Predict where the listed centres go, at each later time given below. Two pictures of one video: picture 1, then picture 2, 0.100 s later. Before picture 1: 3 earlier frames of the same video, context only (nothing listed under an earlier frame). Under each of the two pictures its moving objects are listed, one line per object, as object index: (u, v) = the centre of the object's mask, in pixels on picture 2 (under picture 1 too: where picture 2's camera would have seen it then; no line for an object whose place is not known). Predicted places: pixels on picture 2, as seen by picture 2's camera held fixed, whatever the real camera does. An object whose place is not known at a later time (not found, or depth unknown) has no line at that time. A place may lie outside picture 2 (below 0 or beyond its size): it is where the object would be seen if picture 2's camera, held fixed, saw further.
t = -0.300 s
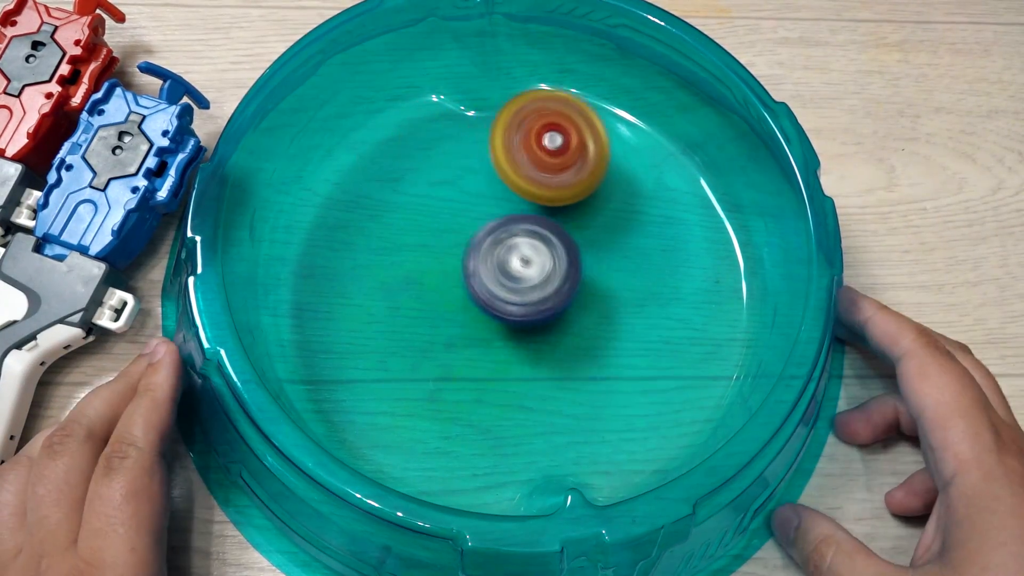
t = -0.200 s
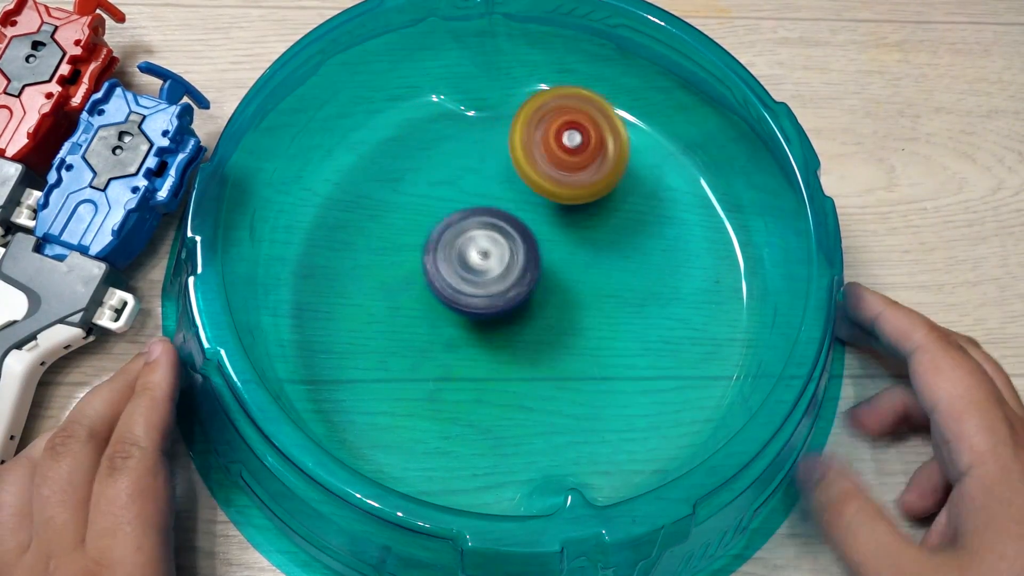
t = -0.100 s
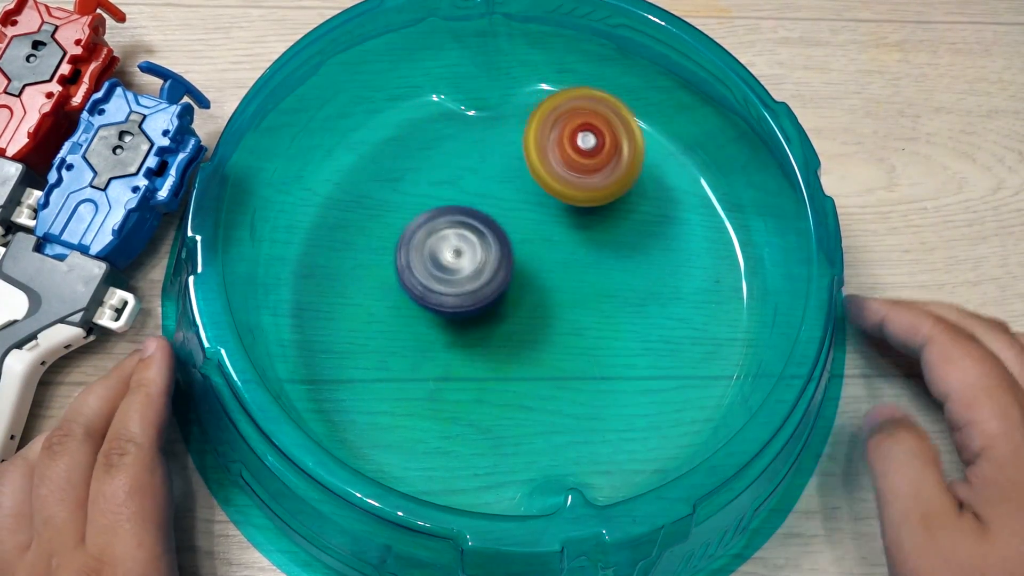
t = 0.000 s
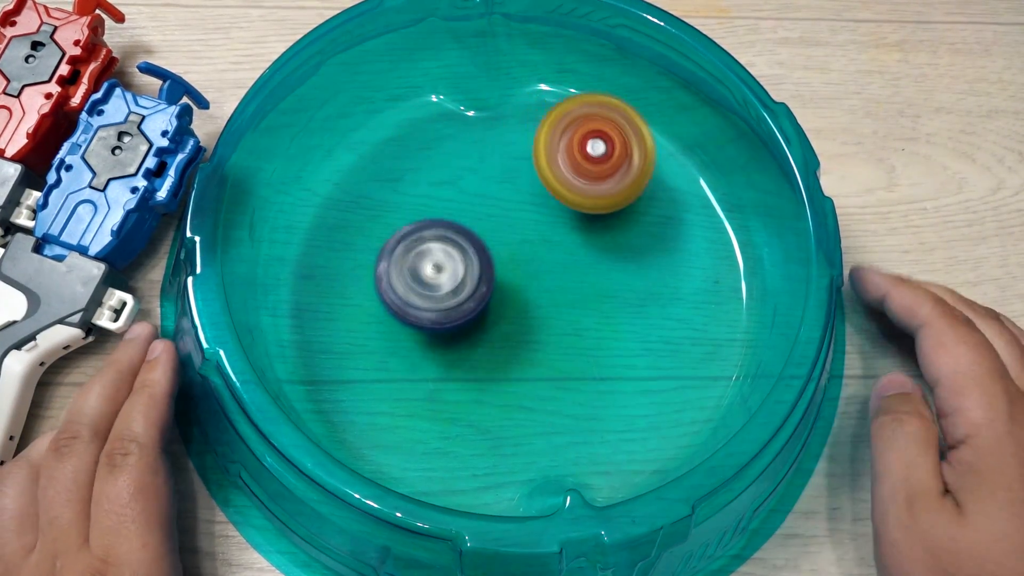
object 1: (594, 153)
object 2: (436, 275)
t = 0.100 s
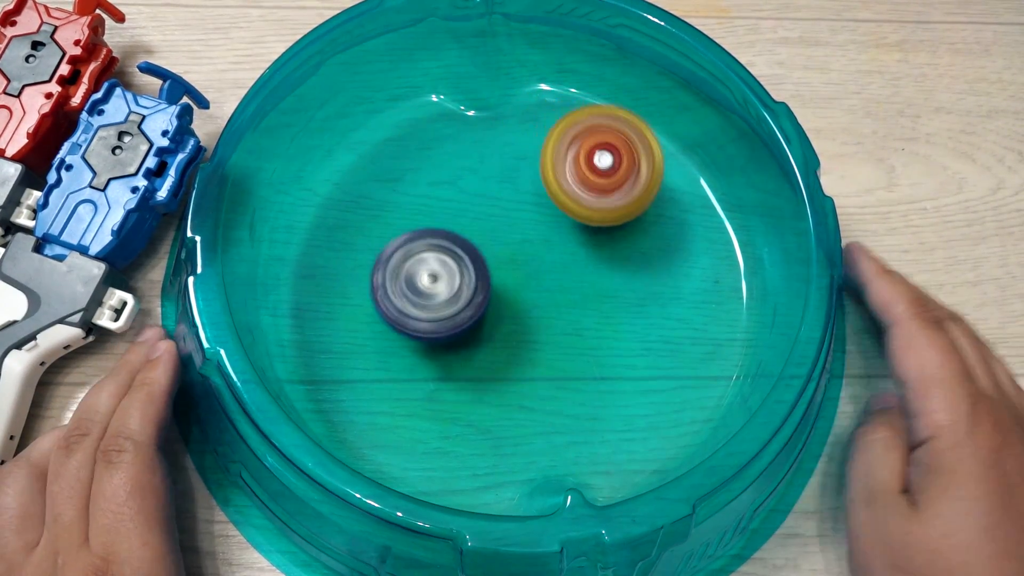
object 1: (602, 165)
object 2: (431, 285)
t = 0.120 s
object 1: (603, 168)
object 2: (432, 286)
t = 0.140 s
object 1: (604, 172)
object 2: (434, 287)
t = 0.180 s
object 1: (606, 178)
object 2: (437, 287)
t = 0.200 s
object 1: (607, 181)
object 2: (439, 286)
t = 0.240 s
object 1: (608, 187)
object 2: (444, 285)
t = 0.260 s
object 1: (609, 191)
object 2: (448, 283)
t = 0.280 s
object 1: (609, 195)
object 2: (451, 281)
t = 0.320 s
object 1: (610, 203)
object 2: (458, 276)
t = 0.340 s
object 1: (611, 207)
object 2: (462, 271)
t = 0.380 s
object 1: (612, 216)
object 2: (471, 260)
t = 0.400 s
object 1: (612, 221)
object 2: (474, 253)
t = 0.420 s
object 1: (613, 225)
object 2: (476, 245)
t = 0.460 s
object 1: (613, 235)
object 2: (477, 232)
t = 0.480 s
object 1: (614, 240)
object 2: (475, 226)
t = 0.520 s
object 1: (614, 251)
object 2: (471, 216)
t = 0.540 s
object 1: (614, 255)
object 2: (467, 211)
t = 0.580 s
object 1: (614, 266)
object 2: (461, 202)
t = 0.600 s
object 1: (614, 271)
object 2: (458, 199)
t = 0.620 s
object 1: (613, 276)
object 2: (455, 197)
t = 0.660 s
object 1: (612, 287)
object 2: (449, 194)
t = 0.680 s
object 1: (611, 292)
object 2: (446, 193)
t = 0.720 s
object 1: (608, 302)
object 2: (441, 194)
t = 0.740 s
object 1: (606, 307)
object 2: (439, 194)
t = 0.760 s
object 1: (605, 311)
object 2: (438, 195)
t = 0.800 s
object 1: (600, 320)
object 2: (437, 199)
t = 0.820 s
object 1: (597, 324)
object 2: (437, 201)
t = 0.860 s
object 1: (591, 332)
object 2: (439, 206)
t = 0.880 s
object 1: (588, 335)
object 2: (440, 209)
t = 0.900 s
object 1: (585, 339)
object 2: (443, 211)
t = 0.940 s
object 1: (577, 345)
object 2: (450, 217)
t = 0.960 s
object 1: (573, 348)
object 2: (454, 219)
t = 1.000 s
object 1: (564, 354)
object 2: (463, 223)
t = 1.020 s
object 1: (559, 357)
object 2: (468, 225)
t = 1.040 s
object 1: (555, 360)
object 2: (474, 226)
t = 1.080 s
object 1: (544, 365)
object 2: (486, 229)
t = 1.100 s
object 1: (539, 367)
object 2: (491, 229)
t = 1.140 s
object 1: (528, 372)
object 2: (503, 229)
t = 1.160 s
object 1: (522, 374)
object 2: (509, 227)
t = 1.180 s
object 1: (517, 376)
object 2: (516, 223)
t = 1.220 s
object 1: (506, 379)
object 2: (526, 213)
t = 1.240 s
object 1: (502, 381)
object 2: (531, 208)
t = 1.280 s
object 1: (492, 383)
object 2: (540, 197)
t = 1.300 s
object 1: (488, 384)
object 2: (544, 192)
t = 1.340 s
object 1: (479, 385)
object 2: (550, 181)
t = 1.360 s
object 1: (475, 385)
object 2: (552, 176)
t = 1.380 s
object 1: (471, 385)
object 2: (551, 172)
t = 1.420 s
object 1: (464, 384)
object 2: (549, 164)
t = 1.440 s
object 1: (461, 383)
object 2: (548, 161)
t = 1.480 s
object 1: (455, 381)
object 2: (542, 155)
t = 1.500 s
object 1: (453, 379)
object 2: (539, 153)
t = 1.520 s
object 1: (450, 377)
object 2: (535, 151)
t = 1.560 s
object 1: (446, 373)
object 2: (526, 149)
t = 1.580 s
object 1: (443, 370)
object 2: (521, 149)
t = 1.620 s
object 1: (439, 364)
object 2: (511, 151)
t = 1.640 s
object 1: (437, 361)
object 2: (507, 153)
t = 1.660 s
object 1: (436, 358)
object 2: (502, 155)
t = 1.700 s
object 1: (432, 350)
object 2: (494, 163)
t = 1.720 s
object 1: (430, 346)
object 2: (490, 169)
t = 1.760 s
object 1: (426, 338)
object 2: (483, 181)
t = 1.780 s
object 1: (423, 333)
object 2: (481, 188)
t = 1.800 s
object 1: (421, 329)
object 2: (479, 195)
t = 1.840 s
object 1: (417, 319)
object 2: (477, 212)
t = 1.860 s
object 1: (412, 316)
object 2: (479, 218)
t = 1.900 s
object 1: (397, 317)
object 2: (489, 222)
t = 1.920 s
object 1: (391, 317)
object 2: (494, 225)
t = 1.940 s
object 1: (385, 316)
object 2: (499, 226)
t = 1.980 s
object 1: (374, 311)
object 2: (508, 227)
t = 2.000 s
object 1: (370, 309)
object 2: (513, 226)
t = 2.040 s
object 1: (363, 302)
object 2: (524, 221)
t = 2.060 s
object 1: (361, 298)
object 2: (529, 218)
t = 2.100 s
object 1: (358, 289)
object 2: (540, 212)
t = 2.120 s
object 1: (358, 284)
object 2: (545, 209)
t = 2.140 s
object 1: (357, 279)
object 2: (549, 207)
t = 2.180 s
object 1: (359, 269)
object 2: (558, 201)
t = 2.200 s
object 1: (360, 264)
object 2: (561, 198)
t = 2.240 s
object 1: (364, 253)
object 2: (566, 193)
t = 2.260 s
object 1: (366, 248)
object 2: (567, 190)
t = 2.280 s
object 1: (369, 243)
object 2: (568, 187)
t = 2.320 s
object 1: (375, 233)
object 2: (569, 181)
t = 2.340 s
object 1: (379, 228)
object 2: (568, 178)
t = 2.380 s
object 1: (387, 219)
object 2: (565, 172)
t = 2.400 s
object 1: (391, 215)
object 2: (562, 170)
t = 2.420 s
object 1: (396, 211)
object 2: (558, 168)
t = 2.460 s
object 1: (406, 202)
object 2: (551, 165)
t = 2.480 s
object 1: (411, 199)
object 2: (546, 165)
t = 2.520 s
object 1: (419, 191)
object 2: (539, 166)
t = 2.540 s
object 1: (413, 189)
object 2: (545, 164)
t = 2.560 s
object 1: (406, 187)
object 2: (553, 164)
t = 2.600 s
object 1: (396, 183)
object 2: (567, 162)
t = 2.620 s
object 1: (393, 180)
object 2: (572, 160)
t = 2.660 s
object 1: (391, 176)
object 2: (582, 157)
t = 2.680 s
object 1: (392, 174)
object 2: (586, 156)
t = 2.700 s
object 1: (393, 172)
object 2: (589, 155)
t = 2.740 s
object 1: (398, 169)
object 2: (593, 153)
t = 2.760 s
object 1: (401, 167)
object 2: (594, 152)
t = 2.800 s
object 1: (410, 165)
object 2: (594, 153)
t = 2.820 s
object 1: (416, 164)
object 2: (593, 153)
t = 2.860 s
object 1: (427, 162)
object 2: (589, 157)
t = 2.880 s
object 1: (434, 161)
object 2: (587, 158)
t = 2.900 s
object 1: (441, 161)
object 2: (585, 161)
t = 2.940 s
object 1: (454, 159)
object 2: (581, 169)
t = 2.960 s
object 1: (452, 157)
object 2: (588, 174)
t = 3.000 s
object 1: (442, 152)
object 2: (611, 188)
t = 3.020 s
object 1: (439, 150)
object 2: (622, 193)
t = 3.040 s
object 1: (437, 148)
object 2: (632, 199)
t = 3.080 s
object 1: (438, 147)
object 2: (653, 209)
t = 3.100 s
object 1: (439, 147)
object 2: (663, 214)
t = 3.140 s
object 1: (445, 148)
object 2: (682, 221)
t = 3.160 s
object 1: (449, 149)
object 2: (692, 225)
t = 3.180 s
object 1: (454, 151)
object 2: (701, 227)
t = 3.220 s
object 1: (464, 155)
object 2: (710, 233)
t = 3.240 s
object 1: (470, 157)
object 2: (704, 237)
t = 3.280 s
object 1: (483, 162)
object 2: (691, 245)
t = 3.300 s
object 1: (489, 165)
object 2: (684, 249)
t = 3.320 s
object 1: (496, 167)
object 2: (676, 253)
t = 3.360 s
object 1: (508, 172)
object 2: (662, 262)
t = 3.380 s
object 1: (514, 174)
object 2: (653, 266)
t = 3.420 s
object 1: (527, 179)
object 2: (635, 276)
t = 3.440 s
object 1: (532, 181)
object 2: (626, 282)
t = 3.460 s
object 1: (538, 183)
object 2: (616, 288)
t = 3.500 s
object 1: (549, 188)
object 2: (596, 302)
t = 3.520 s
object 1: (554, 191)
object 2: (588, 309)
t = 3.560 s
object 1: (564, 196)
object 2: (568, 325)
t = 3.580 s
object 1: (568, 198)
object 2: (558, 333)
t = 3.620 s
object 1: (577, 203)
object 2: (541, 350)
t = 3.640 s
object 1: (581, 206)
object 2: (531, 358)
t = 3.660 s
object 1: (585, 209)
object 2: (522, 367)
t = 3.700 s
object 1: (593, 215)
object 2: (507, 385)
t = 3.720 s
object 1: (596, 218)
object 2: (499, 394)
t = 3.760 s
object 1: (603, 225)
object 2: (488, 414)
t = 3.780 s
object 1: (606, 229)
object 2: (484, 423)
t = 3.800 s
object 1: (608, 233)
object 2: (480, 433)
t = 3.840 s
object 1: (612, 241)
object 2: (479, 447)
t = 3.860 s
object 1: (614, 245)
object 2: (482, 438)
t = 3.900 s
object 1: (616, 254)
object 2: (490, 420)
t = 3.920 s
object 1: (617, 258)
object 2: (494, 410)
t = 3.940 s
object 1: (617, 262)
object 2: (495, 398)
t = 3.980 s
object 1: (617, 271)
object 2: (498, 376)
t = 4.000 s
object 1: (617, 275)
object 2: (497, 362)
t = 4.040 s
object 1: (614, 283)
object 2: (494, 338)
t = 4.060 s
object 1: (625, 284)
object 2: (479, 328)
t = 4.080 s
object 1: (650, 282)
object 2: (453, 319)
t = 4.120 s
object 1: (695, 276)
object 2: (408, 304)
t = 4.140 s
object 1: (714, 273)
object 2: (388, 296)
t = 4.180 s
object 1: (703, 258)
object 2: (353, 281)
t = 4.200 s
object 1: (692, 249)
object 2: (337, 275)
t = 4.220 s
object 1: (681, 242)
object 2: (323, 269)
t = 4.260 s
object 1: (658, 229)
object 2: (315, 259)
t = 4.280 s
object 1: (647, 224)
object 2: (326, 256)
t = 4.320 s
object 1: (625, 216)
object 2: (346, 248)
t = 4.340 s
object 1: (614, 213)
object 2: (357, 242)
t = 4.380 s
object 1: (594, 208)
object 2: (375, 231)
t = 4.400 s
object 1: (584, 207)
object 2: (384, 224)
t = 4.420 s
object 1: (575, 206)
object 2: (393, 217)
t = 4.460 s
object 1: (557, 206)
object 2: (410, 202)
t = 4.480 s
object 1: (549, 206)
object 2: (418, 194)
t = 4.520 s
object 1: (556, 217)
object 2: (415, 171)
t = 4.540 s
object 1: (565, 223)
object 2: (410, 159)
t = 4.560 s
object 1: (573, 230)
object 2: (405, 147)
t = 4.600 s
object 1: (584, 243)
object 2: (397, 126)
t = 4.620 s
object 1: (587, 249)
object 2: (394, 117)
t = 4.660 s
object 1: (590, 259)
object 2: (409, 129)
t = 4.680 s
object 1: (590, 263)
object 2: (419, 138)
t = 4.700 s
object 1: (589, 267)
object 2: (431, 147)
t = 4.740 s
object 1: (584, 273)
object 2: (453, 164)
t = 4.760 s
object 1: (581, 276)
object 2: (466, 173)
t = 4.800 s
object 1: (573, 280)
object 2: (491, 186)
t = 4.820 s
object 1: (572, 286)
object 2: (502, 188)
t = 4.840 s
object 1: (574, 296)
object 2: (510, 187)
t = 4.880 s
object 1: (576, 314)
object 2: (527, 182)
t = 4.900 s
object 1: (576, 322)
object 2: (537, 179)
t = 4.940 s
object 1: (574, 333)
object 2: (555, 173)
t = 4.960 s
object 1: (573, 337)
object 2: (565, 170)
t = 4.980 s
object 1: (571, 341)
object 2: (573, 166)
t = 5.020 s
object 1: (567, 346)
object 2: (588, 157)
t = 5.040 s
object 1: (564, 347)
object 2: (593, 154)
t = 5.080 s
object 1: (559, 350)
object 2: (604, 145)
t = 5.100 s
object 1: (557, 351)
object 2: (607, 142)
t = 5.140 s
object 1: (551, 352)
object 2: (612, 135)
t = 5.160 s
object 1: (547, 353)
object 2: (614, 132)
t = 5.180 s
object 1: (544, 353)
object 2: (614, 130)
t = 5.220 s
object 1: (537, 354)
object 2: (612, 128)
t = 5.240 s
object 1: (533, 354)
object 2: (610, 127)
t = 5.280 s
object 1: (526, 354)
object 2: (604, 129)
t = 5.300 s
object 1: (522, 354)
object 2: (600, 131)
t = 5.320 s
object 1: (519, 353)
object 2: (596, 133)
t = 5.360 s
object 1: (512, 353)
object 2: (587, 143)
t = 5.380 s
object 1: (508, 352)
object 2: (583, 146)
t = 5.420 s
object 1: (501, 351)
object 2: (575, 157)
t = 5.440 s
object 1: (498, 351)
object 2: (570, 163)
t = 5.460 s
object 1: (495, 350)
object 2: (567, 169)
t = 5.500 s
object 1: (489, 347)
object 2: (560, 185)
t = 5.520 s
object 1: (487, 346)
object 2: (558, 193)
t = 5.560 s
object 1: (481, 343)
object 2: (554, 210)
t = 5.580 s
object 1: (479, 341)
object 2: (553, 218)
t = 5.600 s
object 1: (477, 339)
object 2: (552, 228)
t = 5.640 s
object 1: (471, 335)
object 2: (551, 244)
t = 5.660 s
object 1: (465, 337)
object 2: (554, 249)
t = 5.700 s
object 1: (446, 345)
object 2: (567, 254)
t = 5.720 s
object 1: (438, 348)
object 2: (573, 256)
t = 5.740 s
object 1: (432, 350)
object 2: (579, 259)
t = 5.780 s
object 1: (422, 351)
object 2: (591, 262)
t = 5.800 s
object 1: (418, 351)
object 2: (597, 264)
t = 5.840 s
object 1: (412, 350)
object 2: (607, 265)
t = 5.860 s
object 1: (409, 349)
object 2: (612, 264)
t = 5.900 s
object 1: (404, 345)
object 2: (618, 263)
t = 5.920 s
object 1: (403, 342)
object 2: (621, 261)
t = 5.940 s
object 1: (401, 340)
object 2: (624, 259)
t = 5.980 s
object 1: (399, 333)
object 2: (627, 255)
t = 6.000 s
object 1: (399, 330)
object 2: (627, 252)
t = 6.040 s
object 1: (398, 323)
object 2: (626, 247)
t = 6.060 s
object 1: (398, 319)
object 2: (623, 246)
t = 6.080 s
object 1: (398, 315)
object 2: (621, 244)
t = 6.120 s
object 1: (398, 307)
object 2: (614, 241)
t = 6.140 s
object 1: (399, 303)
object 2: (610, 239)
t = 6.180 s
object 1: (401, 294)
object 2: (601, 237)
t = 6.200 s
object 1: (402, 289)
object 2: (595, 236)
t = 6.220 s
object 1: (404, 285)
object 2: (591, 235)
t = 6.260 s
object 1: (407, 276)
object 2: (578, 236)
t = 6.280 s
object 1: (409, 272)
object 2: (573, 237)
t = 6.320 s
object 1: (415, 263)
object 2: (561, 240)
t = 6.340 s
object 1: (417, 259)
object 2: (554, 242)
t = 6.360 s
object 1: (419, 255)
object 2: (550, 244)
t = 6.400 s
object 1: (350, 238)
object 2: (610, 253)
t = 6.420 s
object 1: (316, 229)
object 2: (636, 256)
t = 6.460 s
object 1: (338, 233)
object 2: (691, 262)
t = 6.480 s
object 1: (356, 238)
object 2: (714, 263)
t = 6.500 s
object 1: (374, 240)
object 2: (709, 260)
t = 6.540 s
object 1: (413, 247)
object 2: (686, 259)
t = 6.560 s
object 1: (432, 250)
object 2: (673, 257)
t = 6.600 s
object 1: (469, 254)
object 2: (648, 256)
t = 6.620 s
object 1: (485, 255)
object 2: (636, 253)
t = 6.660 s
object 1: (481, 253)
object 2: (642, 256)
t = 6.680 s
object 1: (459, 247)
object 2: (663, 259)
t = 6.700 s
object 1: (435, 242)
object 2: (685, 265)
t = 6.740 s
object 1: (395, 233)
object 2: (716, 273)
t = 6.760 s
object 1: (377, 227)
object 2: (709, 273)
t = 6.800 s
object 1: (348, 218)
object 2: (680, 274)
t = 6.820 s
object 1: (335, 215)
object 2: (663, 273)
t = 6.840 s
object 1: (325, 212)
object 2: (650, 271)
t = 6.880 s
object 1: (328, 215)
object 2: (623, 270)
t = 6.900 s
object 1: (333, 217)
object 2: (609, 269)
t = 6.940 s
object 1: (343, 223)
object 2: (582, 268)
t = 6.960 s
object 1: (349, 227)
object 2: (571, 268)
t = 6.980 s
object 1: (354, 230)
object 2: (559, 268)
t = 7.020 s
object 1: (364, 238)
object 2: (537, 268)
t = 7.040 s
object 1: (370, 242)
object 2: (526, 266)
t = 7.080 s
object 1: (379, 249)
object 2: (506, 264)
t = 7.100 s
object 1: (375, 251)
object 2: (505, 265)
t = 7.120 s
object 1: (369, 252)
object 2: (505, 264)
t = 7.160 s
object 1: (362, 254)
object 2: (505, 265)
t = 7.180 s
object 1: (361, 256)
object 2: (503, 263)
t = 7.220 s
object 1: (361, 261)
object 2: (500, 258)
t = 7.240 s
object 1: (361, 263)
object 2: (499, 253)
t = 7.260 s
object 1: (362, 265)
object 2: (499, 249)
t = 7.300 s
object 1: (367, 270)
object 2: (498, 237)
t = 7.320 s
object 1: (370, 273)
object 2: (497, 233)
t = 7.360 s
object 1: (375, 279)
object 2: (495, 222)
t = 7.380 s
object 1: (377, 283)
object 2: (491, 218)
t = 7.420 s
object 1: (381, 288)
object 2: (486, 209)
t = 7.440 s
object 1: (382, 291)
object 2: (483, 203)
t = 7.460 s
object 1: (384, 293)
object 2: (481, 199)
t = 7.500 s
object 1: (386, 295)
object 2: (477, 192)
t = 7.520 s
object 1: (388, 296)
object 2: (476, 189)
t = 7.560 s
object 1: (394, 296)
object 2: (470, 183)
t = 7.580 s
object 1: (396, 296)
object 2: (468, 181)
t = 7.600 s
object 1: (399, 296)
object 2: (465, 178)
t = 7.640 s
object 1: (406, 296)
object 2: (460, 176)
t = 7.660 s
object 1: (409, 296)
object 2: (458, 174)
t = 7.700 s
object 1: (414, 295)
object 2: (456, 175)
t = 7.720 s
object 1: (417, 293)
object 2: (456, 174)
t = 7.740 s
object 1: (420, 292)
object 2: (456, 176)
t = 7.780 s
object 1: (426, 289)
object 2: (455, 177)
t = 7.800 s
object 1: (429, 288)
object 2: (455, 178)
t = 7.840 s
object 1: (435, 290)
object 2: (458, 179)
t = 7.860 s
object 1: (436, 295)
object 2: (460, 177)
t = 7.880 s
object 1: (436, 303)
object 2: (465, 170)
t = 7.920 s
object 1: (438, 316)
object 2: (474, 161)
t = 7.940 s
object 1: (440, 321)
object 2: (479, 156)
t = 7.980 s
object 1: (443, 328)
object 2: (488, 148)
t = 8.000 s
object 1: (445, 330)
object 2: (493, 144)
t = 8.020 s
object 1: (448, 333)
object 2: (497, 142)
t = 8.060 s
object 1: (453, 338)
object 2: (506, 135)
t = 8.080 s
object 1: (456, 340)
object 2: (510, 134)
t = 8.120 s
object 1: (461, 342)
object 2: (519, 129)
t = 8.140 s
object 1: (464, 344)
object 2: (522, 129)
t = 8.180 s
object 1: (470, 345)
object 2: (531, 125)
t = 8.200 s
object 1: (472, 346)
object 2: (534, 124)
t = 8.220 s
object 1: (475, 347)
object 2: (537, 123)
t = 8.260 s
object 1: (480, 347)
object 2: (543, 123)
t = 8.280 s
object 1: (482, 347)
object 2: (546, 123)
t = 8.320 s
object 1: (487, 346)
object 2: (551, 126)
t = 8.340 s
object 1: (489, 346)
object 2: (554, 128)
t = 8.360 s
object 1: (491, 345)
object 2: (555, 131)
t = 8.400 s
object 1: (495, 344)
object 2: (559, 139)
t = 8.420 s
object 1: (496, 343)
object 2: (560, 143)
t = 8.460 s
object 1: (500, 340)
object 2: (564, 152)
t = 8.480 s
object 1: (502, 338)
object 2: (565, 159)
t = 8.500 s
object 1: (504, 337)
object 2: (567, 163)
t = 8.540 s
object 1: (508, 333)
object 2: (570, 175)
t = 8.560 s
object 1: (509, 332)
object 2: (571, 180)
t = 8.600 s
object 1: (513, 329)
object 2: (573, 191)
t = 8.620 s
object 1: (514, 327)
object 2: (574, 196)
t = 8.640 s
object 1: (516, 326)
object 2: (575, 203)
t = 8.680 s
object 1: (519, 321)
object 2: (575, 214)
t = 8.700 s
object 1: (519, 322)
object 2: (577, 219)
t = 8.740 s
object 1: (507, 337)
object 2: (588, 216)
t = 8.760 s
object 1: (502, 343)
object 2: (594, 215)
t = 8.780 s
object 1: (498, 348)
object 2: (597, 214)
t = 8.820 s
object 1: (493, 353)
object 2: (604, 211)
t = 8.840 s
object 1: (492, 356)
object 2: (607, 210)
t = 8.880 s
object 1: (491, 358)
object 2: (612, 207)
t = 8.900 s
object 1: (490, 359)
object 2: (613, 206)
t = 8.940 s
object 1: (491, 360)
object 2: (616, 203)
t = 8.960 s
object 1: (491, 360)
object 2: (616, 203)
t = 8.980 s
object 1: (492, 361)
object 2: (616, 202)
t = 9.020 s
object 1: (493, 361)
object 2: (615, 202)
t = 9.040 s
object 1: (493, 361)
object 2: (613, 200)
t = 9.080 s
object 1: (494, 360)
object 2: (610, 201)
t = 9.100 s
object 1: (494, 360)
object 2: (607, 199)
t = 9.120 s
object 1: (495, 359)
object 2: (604, 201)
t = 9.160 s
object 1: (495, 357)
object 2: (597, 202)
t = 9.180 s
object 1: (496, 357)
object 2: (593, 203)
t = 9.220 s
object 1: (496, 353)
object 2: (584, 207)
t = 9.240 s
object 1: (497, 352)
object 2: (580, 207)
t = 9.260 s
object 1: (498, 350)
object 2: (576, 210)
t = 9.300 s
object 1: (498, 346)
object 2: (566, 213)
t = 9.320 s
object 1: (500, 344)
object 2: (563, 215)
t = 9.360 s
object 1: (501, 338)
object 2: (552, 219)
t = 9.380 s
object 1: (503, 336)
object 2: (547, 221)
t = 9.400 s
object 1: (505, 333)
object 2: (542, 222)
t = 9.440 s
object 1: (498, 346)
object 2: (539, 213)
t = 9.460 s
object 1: (494, 354)
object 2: (537, 206)
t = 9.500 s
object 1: (489, 365)
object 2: (536, 193)
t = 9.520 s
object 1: (488, 368)
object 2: (534, 188)
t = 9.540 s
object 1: (487, 370)
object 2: (533, 182)
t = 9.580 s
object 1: (487, 373)
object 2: (531, 172)
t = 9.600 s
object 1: (487, 373)
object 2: (529, 167)
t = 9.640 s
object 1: (488, 374)
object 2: (527, 157)
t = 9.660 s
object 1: (489, 373)
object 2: (525, 153)
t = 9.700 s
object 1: (492, 373)
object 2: (523, 145)
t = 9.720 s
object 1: (493, 372)
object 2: (521, 142)
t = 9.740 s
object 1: (494, 372)
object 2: (519, 136)
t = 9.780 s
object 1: (497, 369)
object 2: (516, 130)
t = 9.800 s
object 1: (498, 368)
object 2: (513, 127)
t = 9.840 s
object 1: (500, 365)
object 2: (510, 122)
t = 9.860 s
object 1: (500, 364)
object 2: (507, 120)
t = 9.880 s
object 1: (501, 362)
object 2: (505, 117)
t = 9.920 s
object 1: (502, 358)
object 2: (500, 117)
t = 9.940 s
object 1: (504, 355)
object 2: (497, 115)
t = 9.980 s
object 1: (505, 351)
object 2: (492, 120)
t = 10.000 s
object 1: (506, 348)
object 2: (490, 121)
